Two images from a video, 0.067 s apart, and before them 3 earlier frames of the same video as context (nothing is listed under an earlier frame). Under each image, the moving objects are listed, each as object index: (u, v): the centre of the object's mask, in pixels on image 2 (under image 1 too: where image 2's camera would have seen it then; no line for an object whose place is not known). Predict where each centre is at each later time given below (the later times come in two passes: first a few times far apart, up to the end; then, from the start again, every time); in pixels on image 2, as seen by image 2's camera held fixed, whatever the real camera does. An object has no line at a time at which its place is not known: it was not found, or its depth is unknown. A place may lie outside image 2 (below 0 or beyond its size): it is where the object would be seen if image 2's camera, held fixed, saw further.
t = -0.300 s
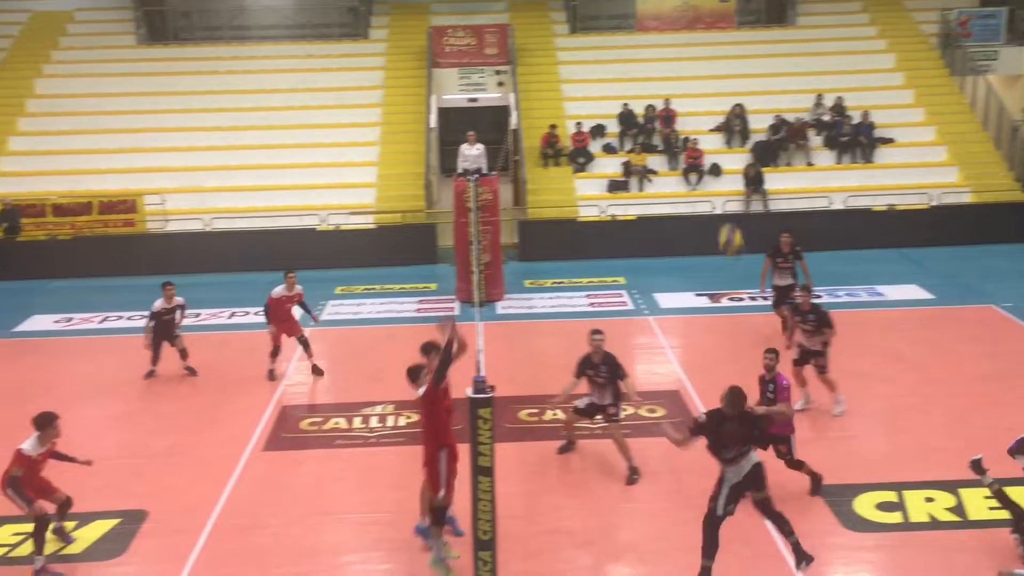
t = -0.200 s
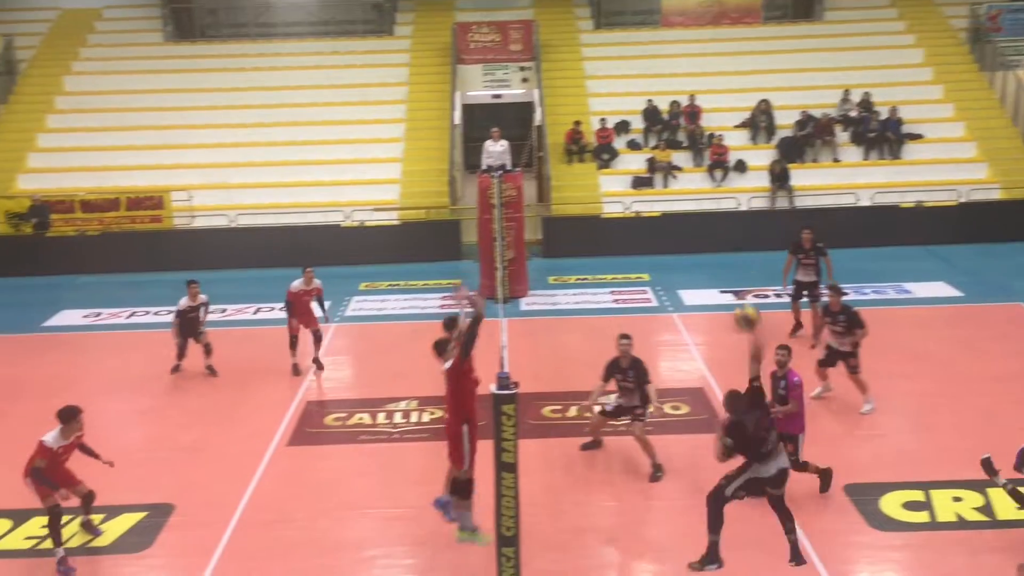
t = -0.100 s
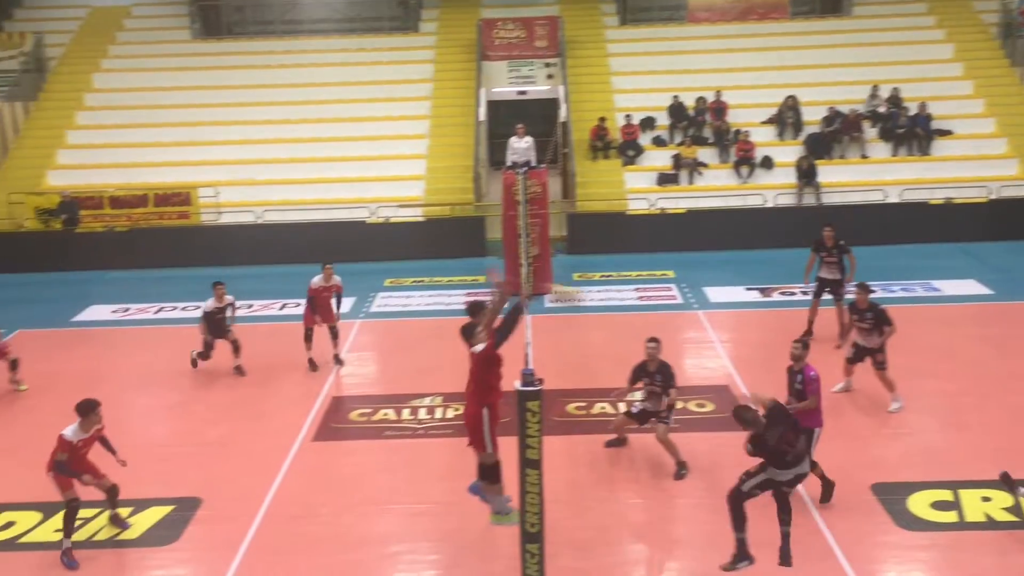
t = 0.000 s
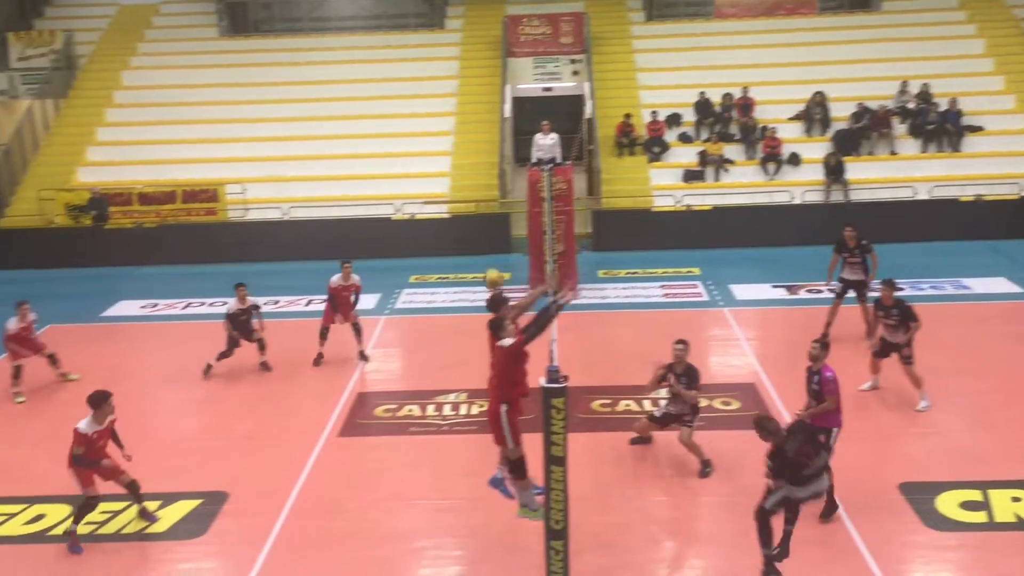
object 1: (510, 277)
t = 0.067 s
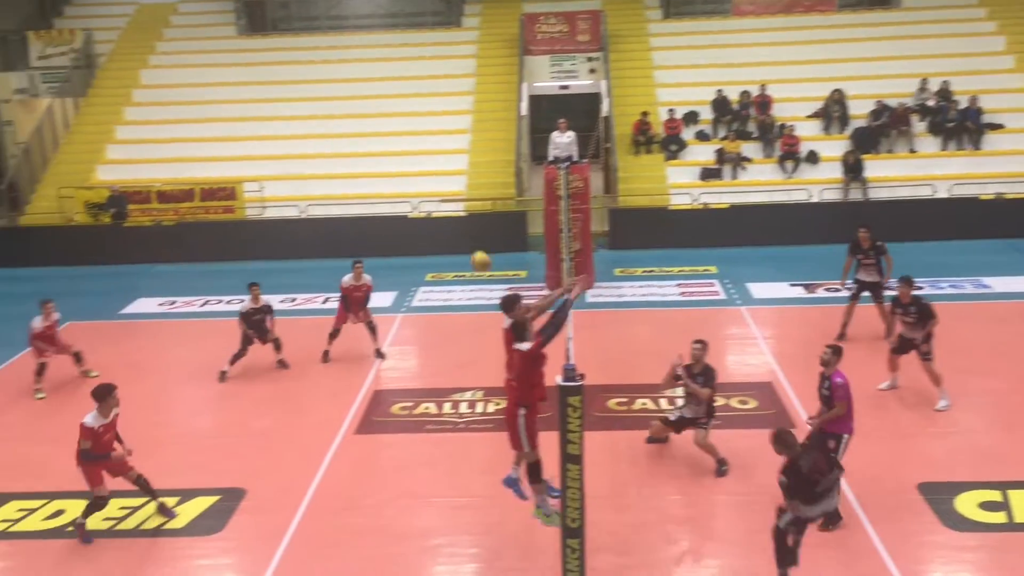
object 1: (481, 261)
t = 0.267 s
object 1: (405, 243)
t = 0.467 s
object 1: (343, 257)
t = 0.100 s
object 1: (467, 255)
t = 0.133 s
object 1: (454, 250)
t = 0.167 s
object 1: (441, 246)
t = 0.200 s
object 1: (429, 244)
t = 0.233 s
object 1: (417, 243)
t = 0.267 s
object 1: (405, 243)
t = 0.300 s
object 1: (393, 243)
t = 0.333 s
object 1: (383, 244)
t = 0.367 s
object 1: (372, 246)
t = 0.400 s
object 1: (362, 249)
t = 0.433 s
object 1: (352, 253)
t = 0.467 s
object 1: (343, 257)
